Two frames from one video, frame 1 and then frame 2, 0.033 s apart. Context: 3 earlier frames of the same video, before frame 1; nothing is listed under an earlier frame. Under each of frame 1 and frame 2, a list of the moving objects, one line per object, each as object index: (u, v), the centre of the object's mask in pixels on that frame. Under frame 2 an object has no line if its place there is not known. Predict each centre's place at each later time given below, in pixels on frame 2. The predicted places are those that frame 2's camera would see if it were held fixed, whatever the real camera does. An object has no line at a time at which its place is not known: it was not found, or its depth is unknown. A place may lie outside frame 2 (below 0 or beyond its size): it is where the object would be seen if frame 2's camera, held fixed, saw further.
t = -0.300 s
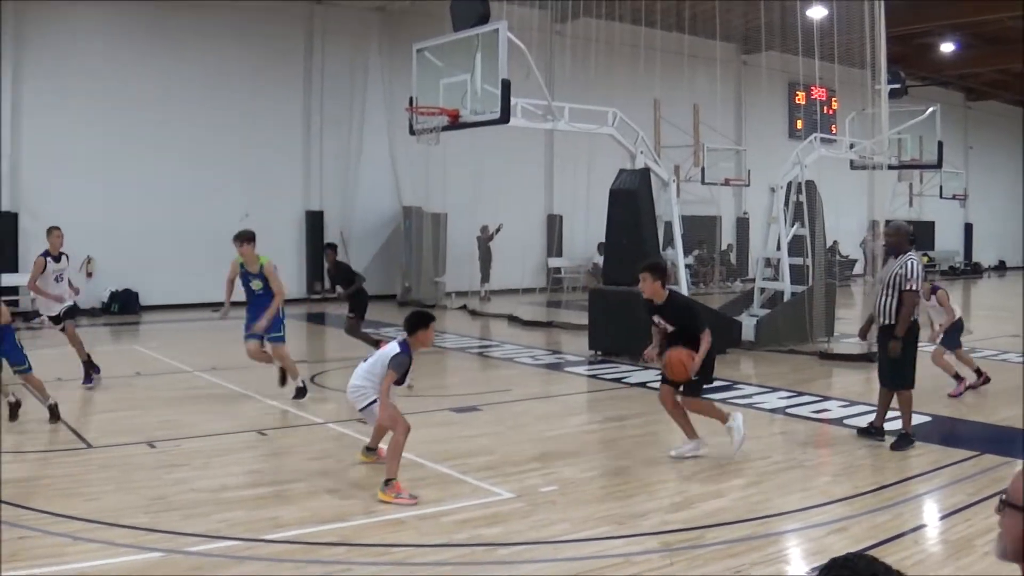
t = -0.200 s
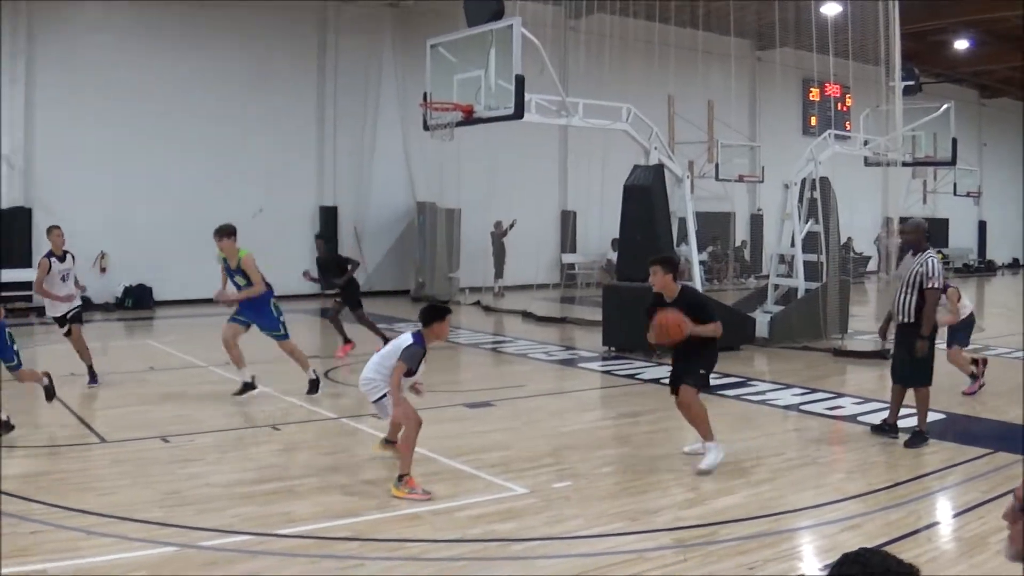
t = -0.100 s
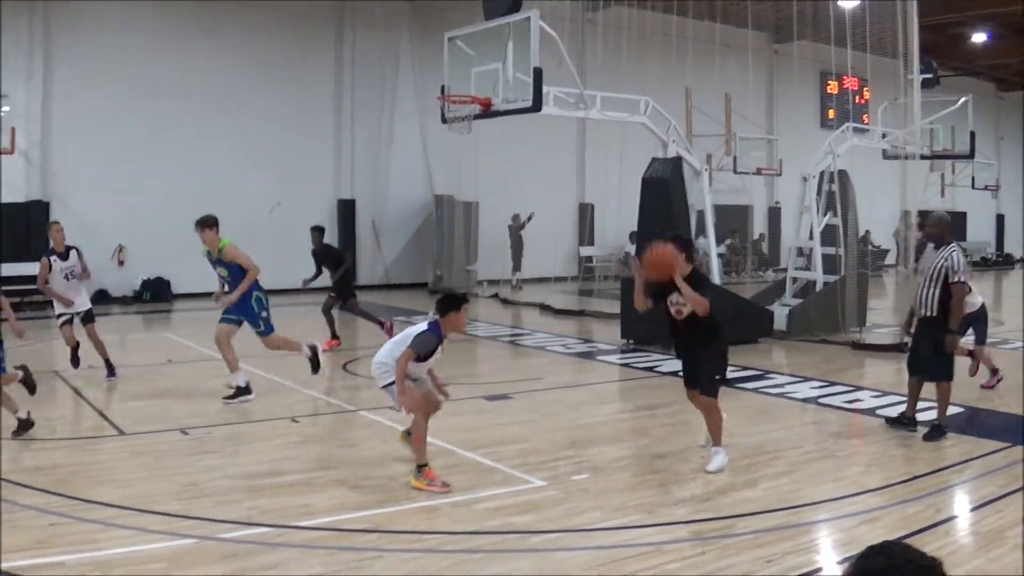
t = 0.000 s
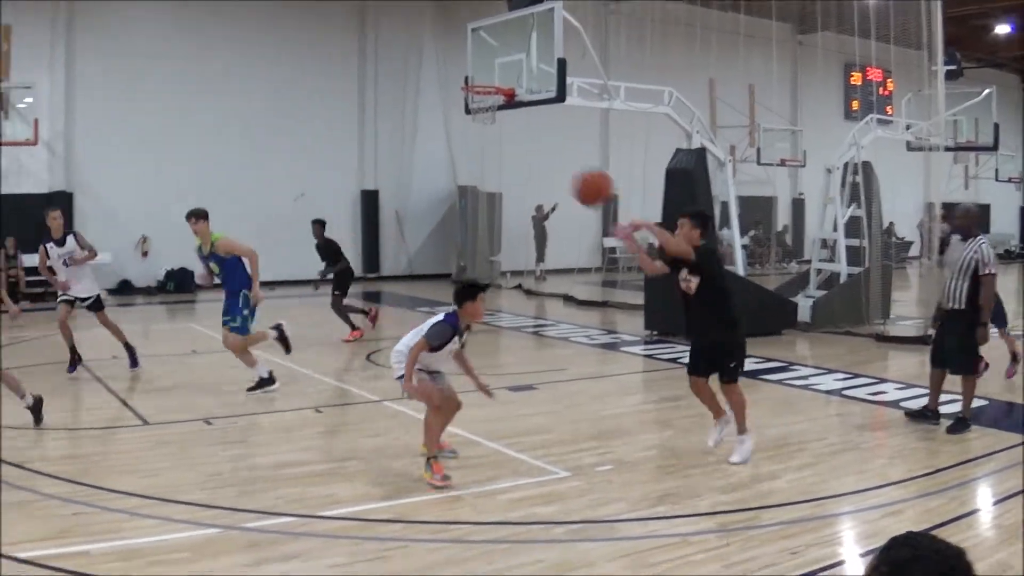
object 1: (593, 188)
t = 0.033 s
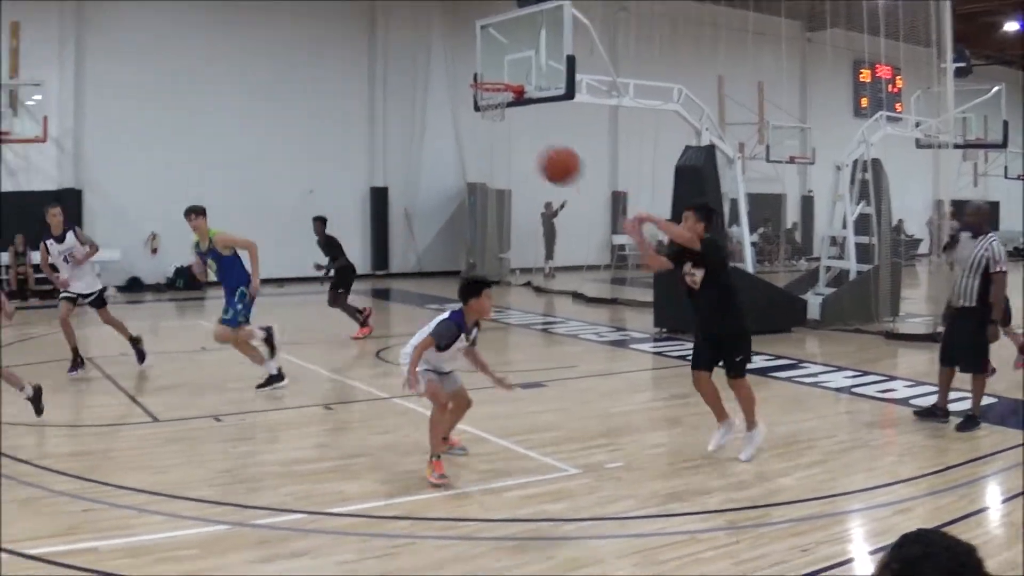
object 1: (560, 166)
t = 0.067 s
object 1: (518, 146)
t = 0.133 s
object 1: (428, 112)
